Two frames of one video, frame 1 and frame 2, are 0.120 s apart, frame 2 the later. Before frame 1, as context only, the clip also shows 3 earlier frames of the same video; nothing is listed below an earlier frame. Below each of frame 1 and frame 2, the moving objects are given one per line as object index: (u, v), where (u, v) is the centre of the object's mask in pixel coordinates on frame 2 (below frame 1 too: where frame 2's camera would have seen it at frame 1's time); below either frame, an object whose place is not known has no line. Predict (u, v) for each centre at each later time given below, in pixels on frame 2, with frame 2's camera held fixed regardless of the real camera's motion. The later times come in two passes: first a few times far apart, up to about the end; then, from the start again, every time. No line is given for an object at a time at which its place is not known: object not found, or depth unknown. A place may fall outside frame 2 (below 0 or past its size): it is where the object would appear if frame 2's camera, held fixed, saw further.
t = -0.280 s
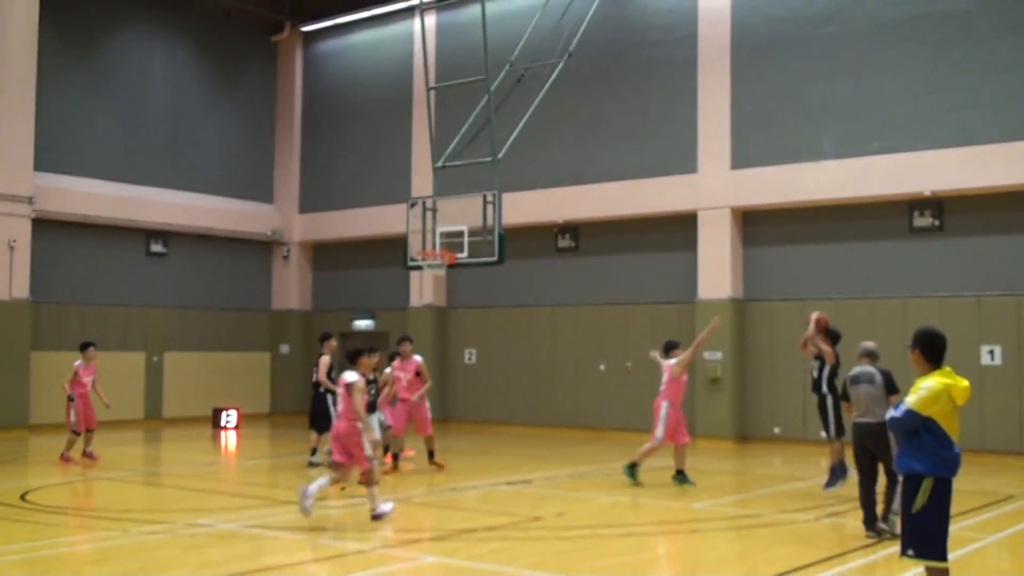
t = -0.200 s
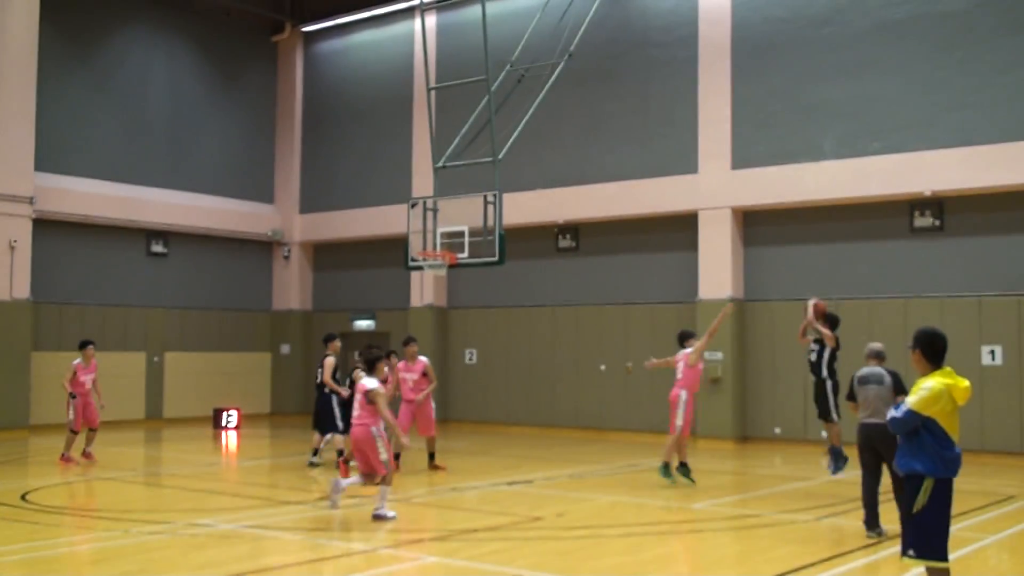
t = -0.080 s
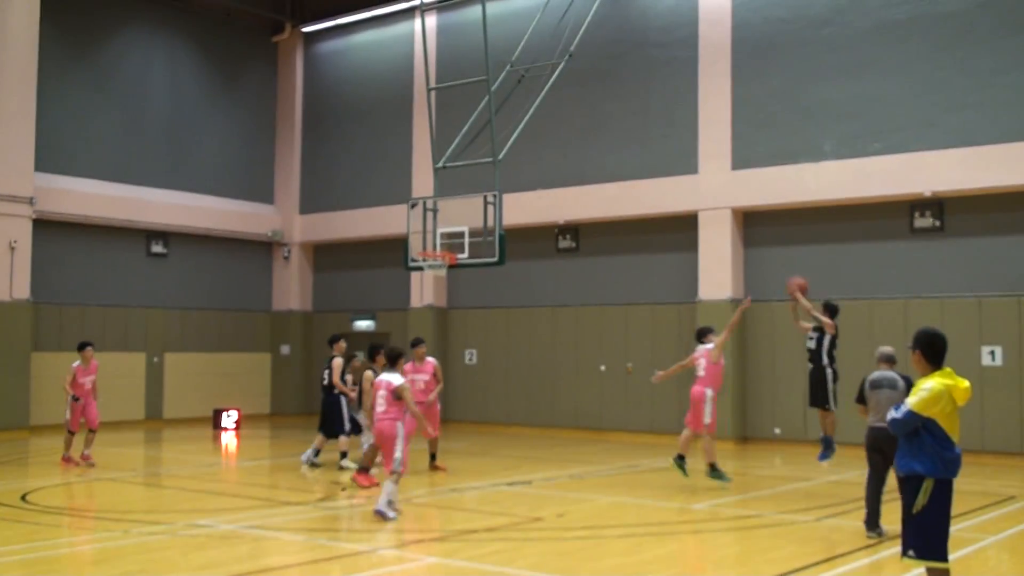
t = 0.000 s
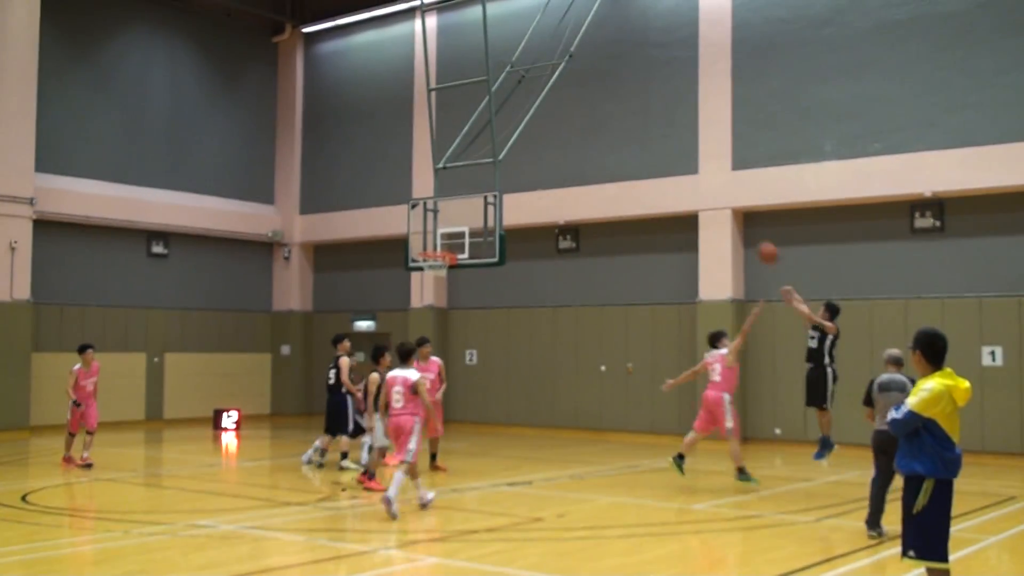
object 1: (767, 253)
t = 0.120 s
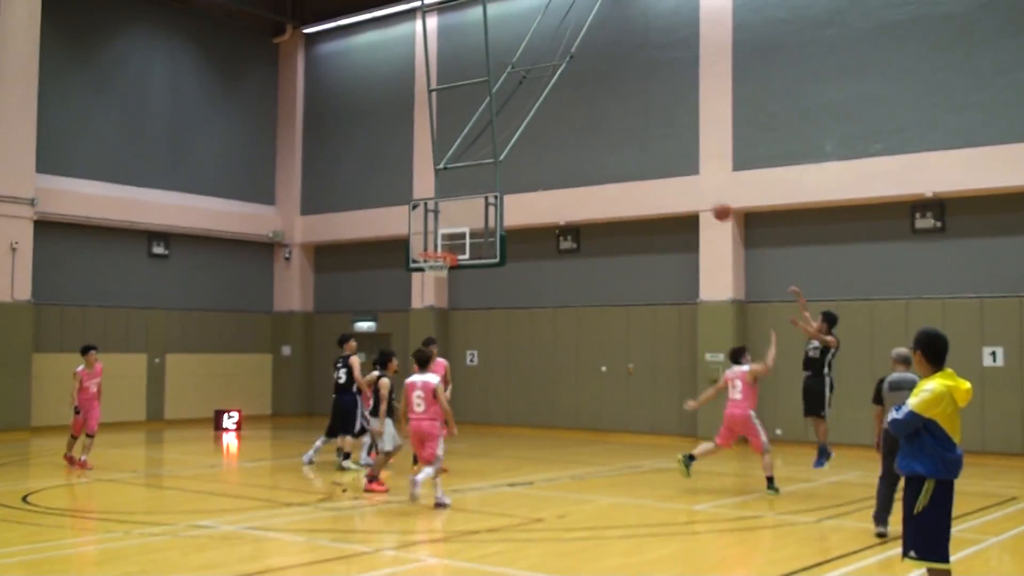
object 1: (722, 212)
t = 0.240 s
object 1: (680, 182)
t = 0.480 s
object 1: (603, 159)
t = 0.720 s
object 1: (533, 177)
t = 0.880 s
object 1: (490, 209)
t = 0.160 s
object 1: (707, 201)
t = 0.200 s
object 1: (693, 191)
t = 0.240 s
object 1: (680, 182)
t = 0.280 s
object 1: (666, 175)
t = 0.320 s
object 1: (653, 169)
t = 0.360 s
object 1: (640, 165)
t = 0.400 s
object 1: (627, 162)
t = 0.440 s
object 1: (614, 160)
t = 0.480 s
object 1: (603, 159)
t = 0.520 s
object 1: (590, 159)
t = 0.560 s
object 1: (578, 160)
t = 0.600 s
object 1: (566, 163)
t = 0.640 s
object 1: (555, 167)
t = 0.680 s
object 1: (544, 171)
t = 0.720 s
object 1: (533, 177)
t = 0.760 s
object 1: (522, 183)
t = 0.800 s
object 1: (511, 191)
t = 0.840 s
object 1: (500, 199)
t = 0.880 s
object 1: (490, 209)
